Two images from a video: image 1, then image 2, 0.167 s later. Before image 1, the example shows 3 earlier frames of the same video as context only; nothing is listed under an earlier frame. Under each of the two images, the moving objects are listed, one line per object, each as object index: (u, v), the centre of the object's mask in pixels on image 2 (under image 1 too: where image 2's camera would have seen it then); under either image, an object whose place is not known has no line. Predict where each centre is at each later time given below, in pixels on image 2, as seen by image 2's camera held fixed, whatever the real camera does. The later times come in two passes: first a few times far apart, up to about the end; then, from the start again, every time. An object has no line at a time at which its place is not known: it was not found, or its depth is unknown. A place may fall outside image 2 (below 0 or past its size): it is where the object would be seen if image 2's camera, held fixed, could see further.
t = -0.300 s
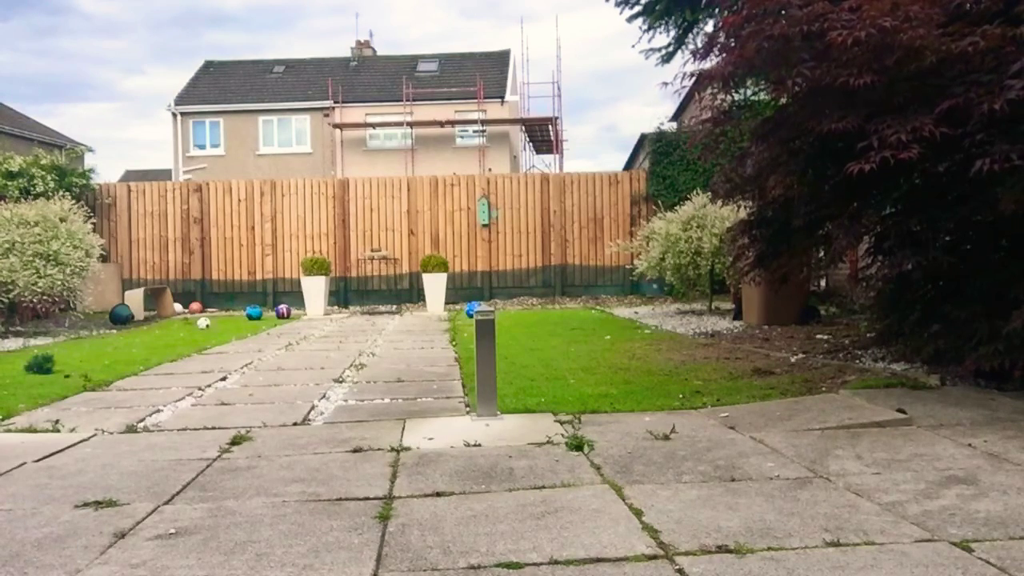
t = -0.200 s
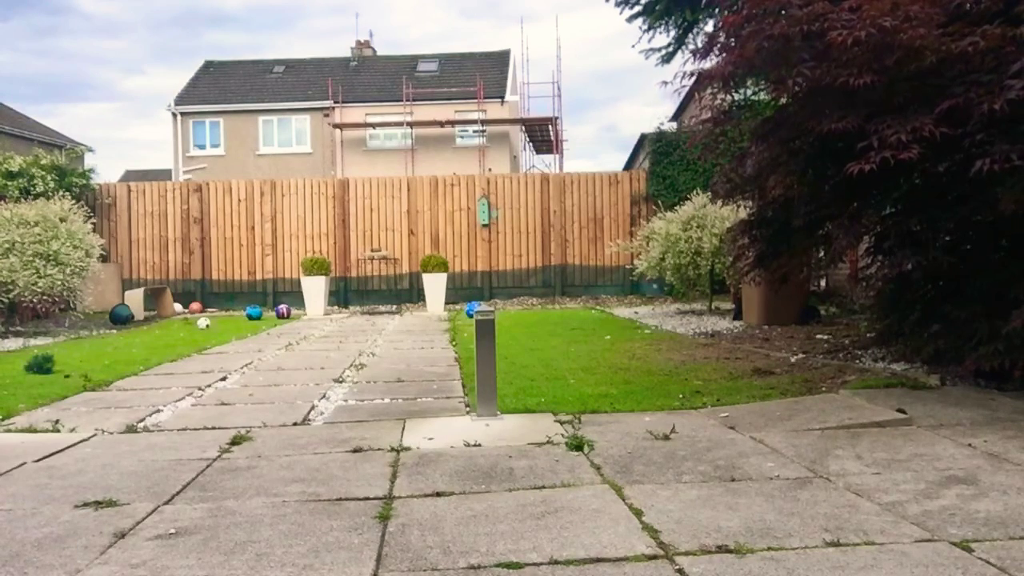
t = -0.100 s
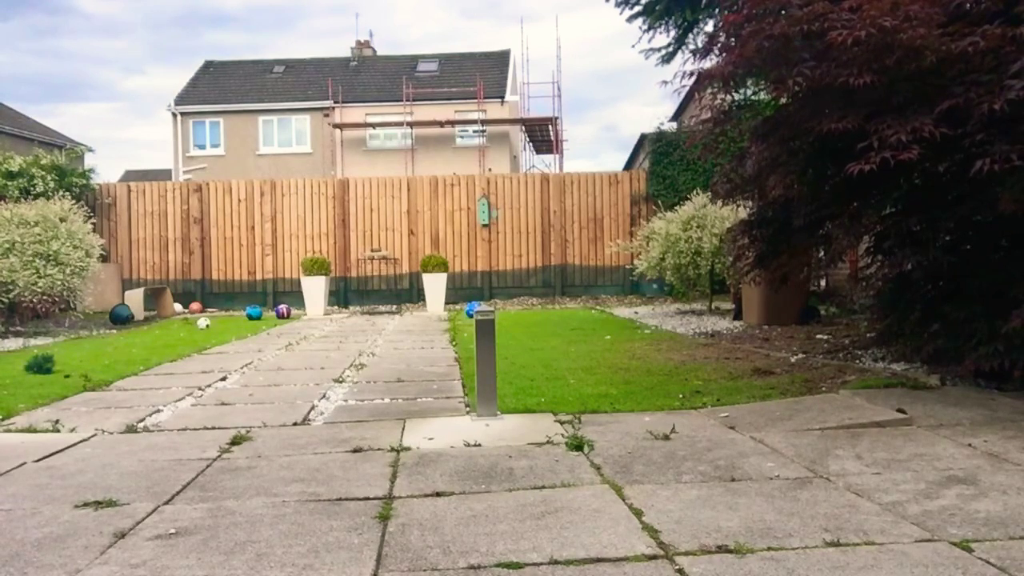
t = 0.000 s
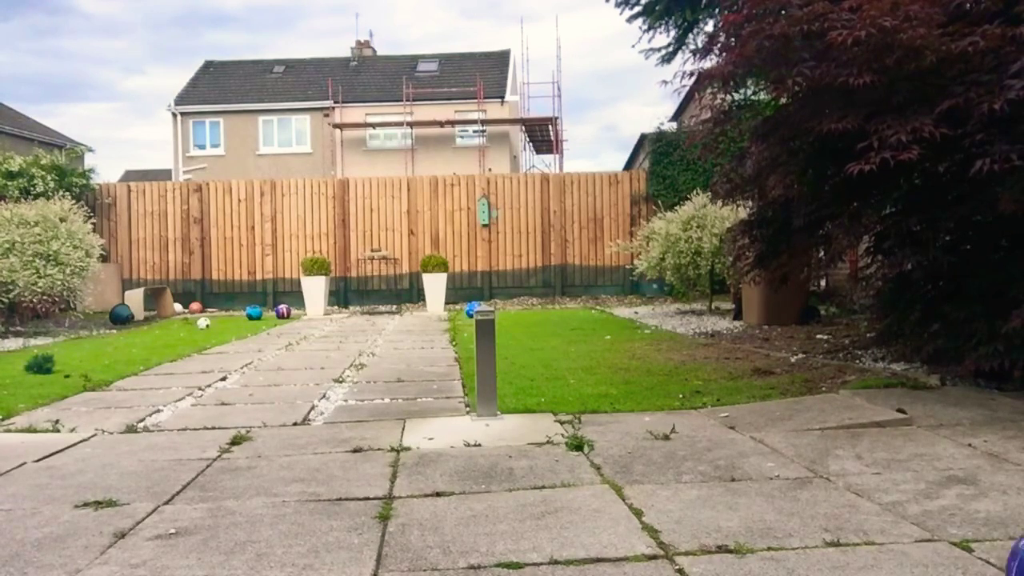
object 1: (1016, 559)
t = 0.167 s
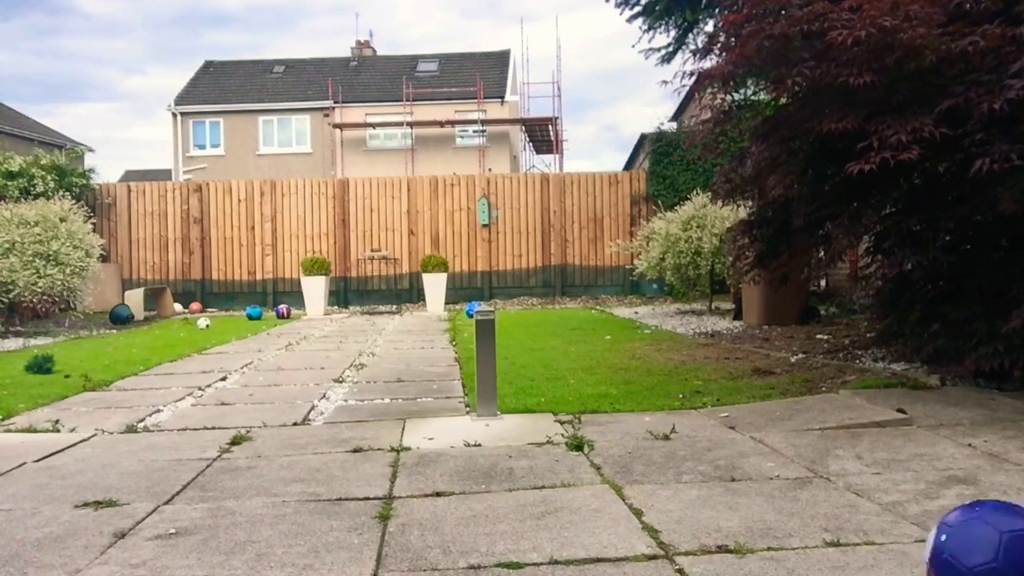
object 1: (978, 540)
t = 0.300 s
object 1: (934, 539)
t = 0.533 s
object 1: (844, 530)
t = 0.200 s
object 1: (970, 540)
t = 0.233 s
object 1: (960, 539)
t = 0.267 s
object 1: (948, 540)
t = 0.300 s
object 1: (934, 539)
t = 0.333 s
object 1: (920, 537)
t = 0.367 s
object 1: (906, 536)
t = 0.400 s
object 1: (893, 534)
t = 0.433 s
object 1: (880, 533)
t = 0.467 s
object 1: (868, 532)
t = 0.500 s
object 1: (856, 531)
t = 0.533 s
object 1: (844, 530)
